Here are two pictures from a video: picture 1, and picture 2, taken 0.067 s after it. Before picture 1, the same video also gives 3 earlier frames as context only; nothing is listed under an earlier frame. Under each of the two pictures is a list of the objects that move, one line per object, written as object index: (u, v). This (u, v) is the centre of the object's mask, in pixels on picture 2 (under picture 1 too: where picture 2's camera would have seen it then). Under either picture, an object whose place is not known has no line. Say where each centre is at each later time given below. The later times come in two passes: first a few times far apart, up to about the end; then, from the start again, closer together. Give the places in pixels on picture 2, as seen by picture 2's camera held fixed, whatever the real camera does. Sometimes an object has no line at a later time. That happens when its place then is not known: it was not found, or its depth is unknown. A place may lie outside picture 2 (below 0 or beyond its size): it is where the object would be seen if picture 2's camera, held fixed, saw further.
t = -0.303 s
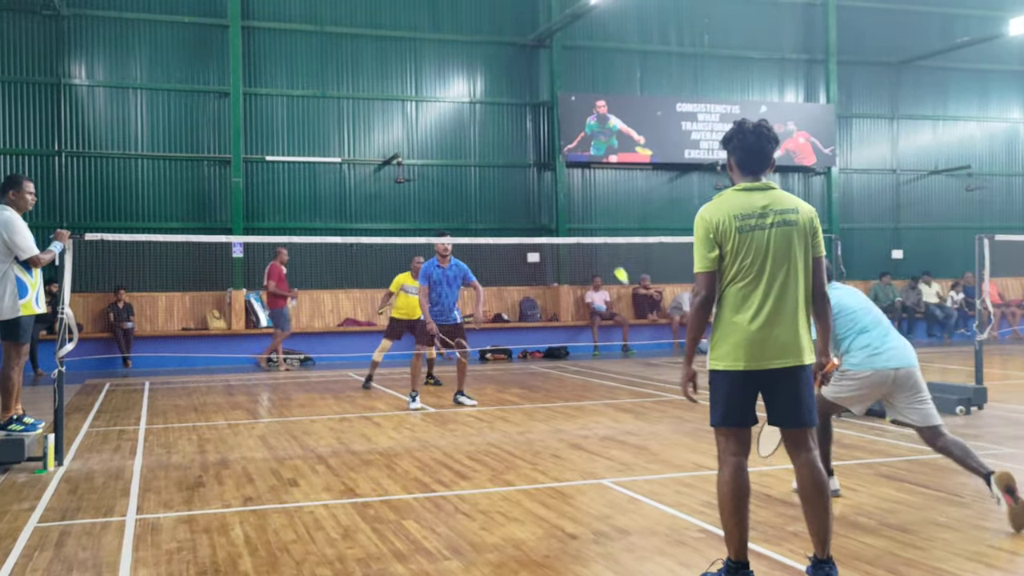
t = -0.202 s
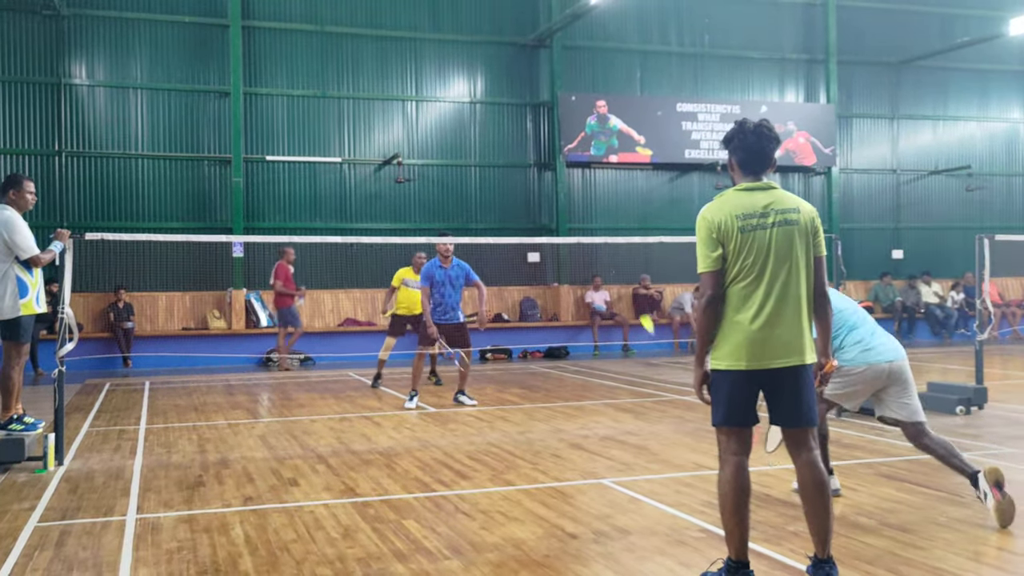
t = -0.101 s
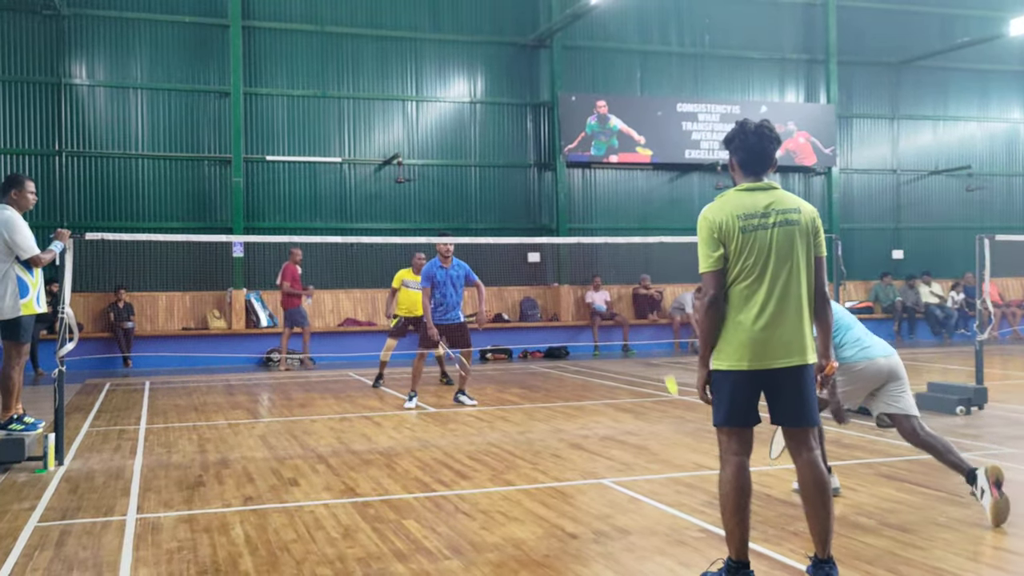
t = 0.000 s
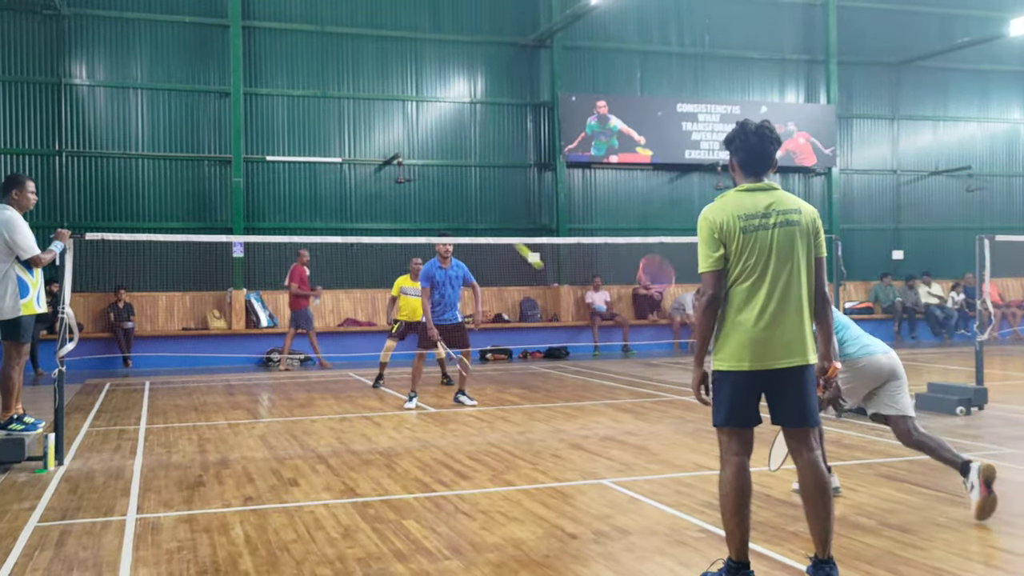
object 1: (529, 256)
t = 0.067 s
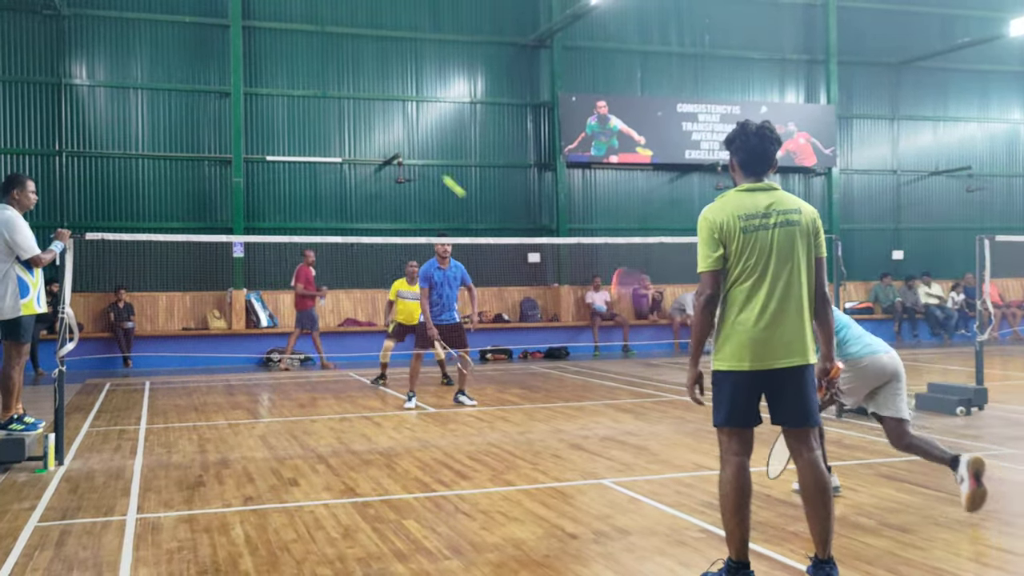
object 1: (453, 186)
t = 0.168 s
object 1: (383, 128)
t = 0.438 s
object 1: (286, 84)
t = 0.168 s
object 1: (383, 128)
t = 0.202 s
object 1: (366, 116)
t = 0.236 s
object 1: (351, 106)
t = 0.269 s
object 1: (337, 98)
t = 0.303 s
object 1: (325, 92)
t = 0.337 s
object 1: (315, 89)
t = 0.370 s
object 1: (304, 86)
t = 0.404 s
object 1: (295, 84)
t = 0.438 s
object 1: (286, 84)
